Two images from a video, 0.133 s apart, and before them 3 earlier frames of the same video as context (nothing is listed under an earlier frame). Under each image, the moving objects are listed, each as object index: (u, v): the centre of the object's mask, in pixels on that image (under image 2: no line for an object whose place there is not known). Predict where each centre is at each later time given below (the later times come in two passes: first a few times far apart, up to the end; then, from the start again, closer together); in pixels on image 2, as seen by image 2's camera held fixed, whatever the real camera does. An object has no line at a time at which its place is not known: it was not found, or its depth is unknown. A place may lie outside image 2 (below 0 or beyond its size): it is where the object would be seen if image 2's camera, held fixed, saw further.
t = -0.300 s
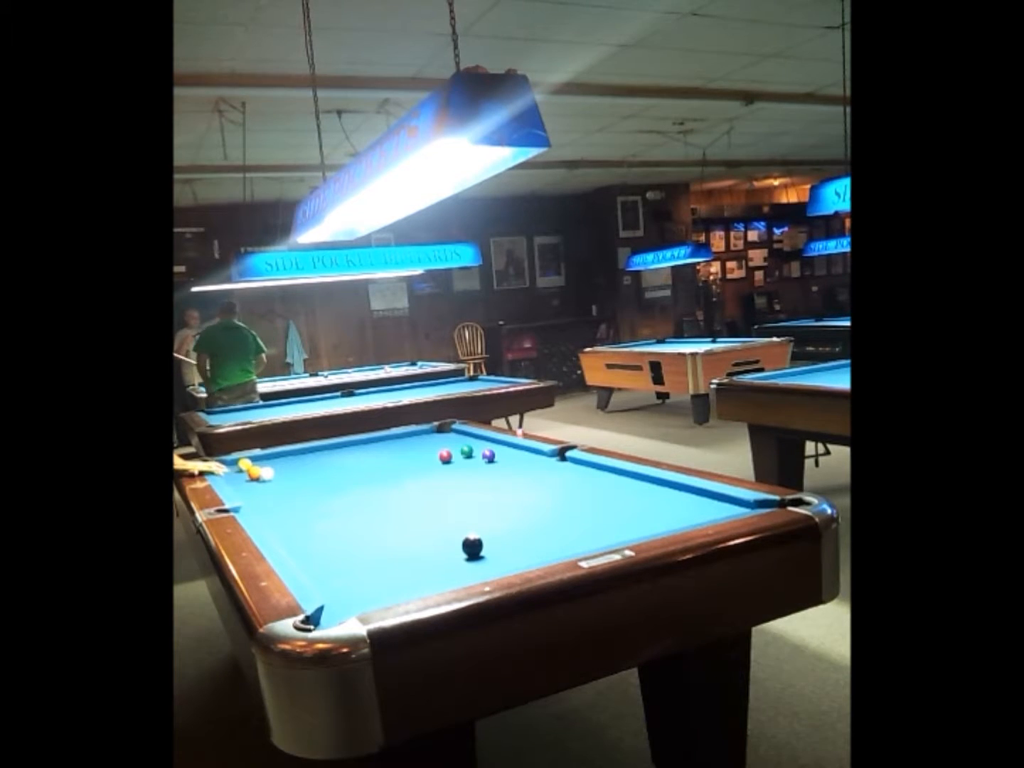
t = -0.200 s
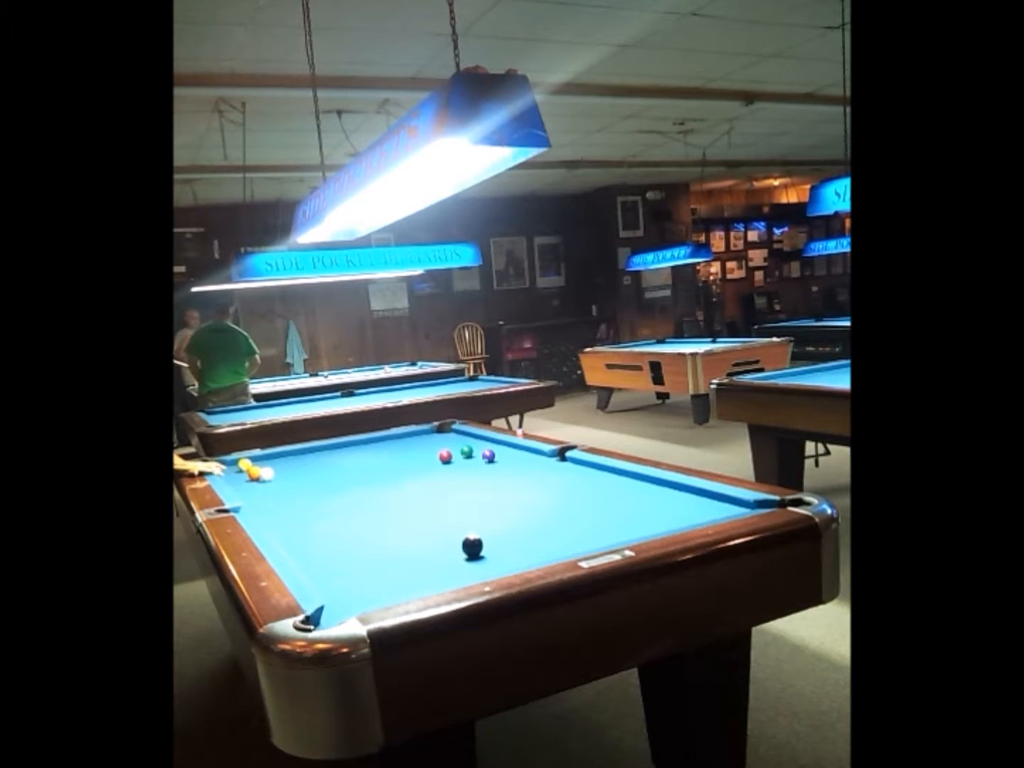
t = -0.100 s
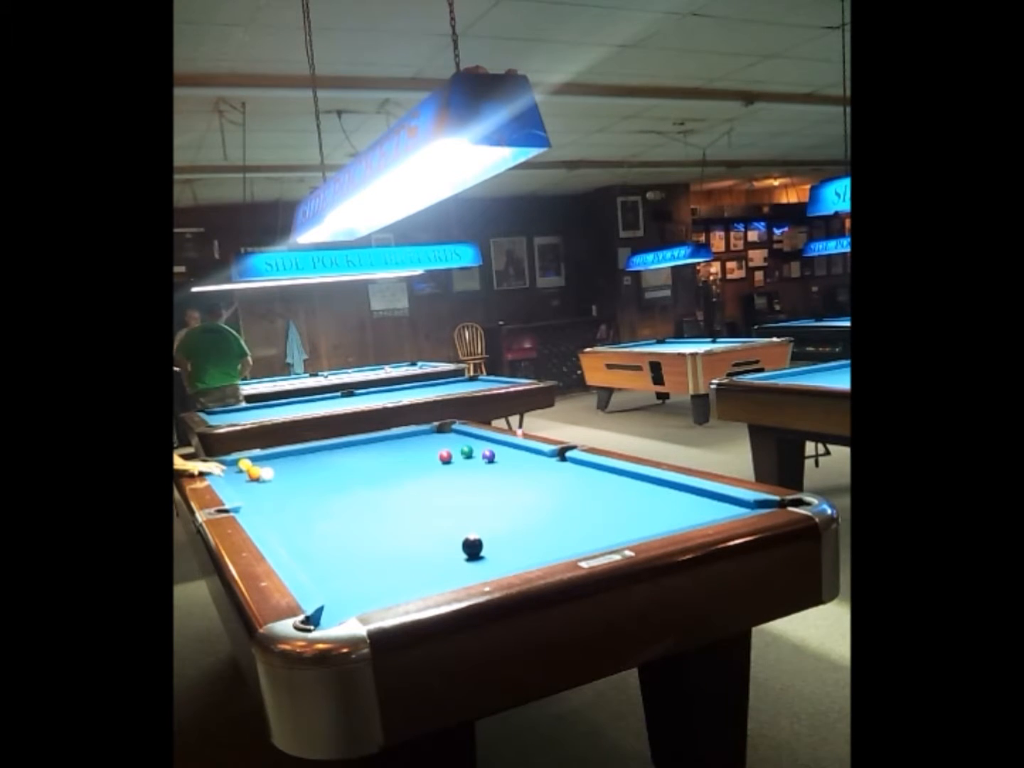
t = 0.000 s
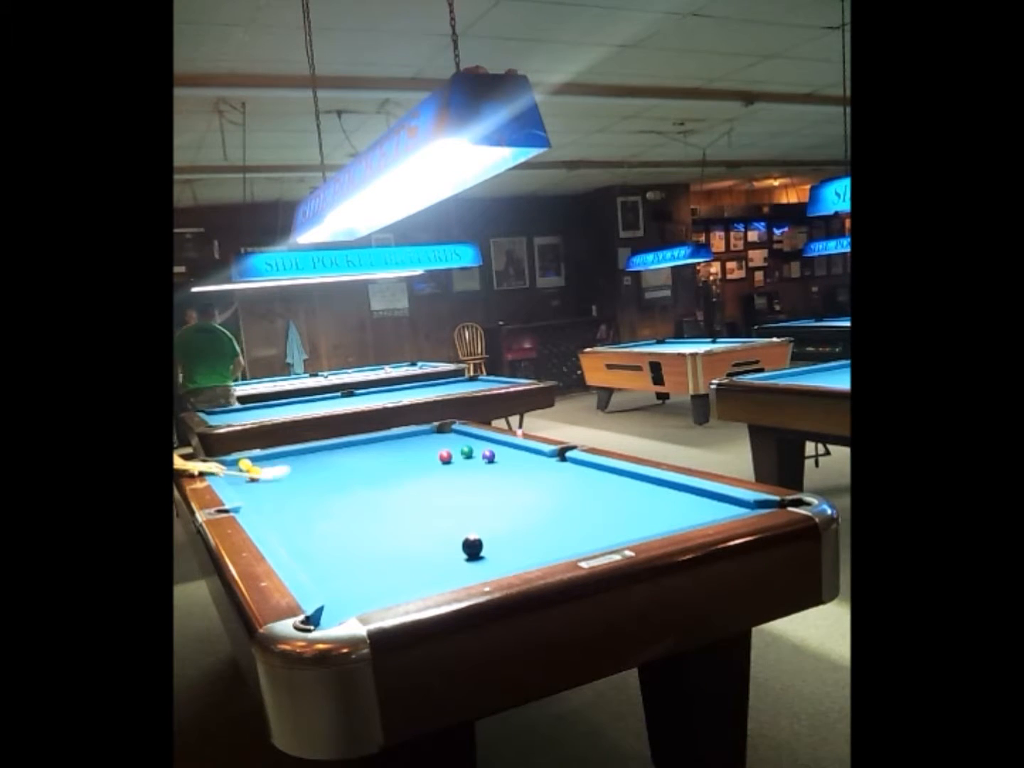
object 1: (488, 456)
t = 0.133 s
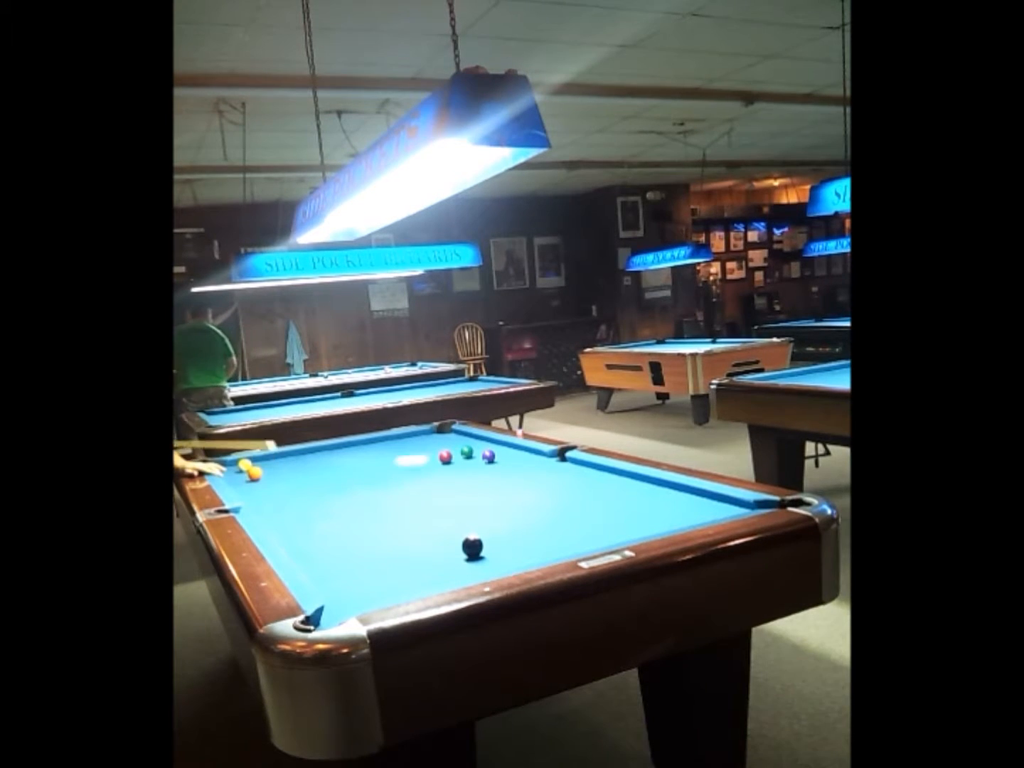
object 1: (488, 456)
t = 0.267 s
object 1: (521, 451)
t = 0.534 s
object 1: (406, 477)
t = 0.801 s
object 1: (272, 507)
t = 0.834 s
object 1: (256, 509)
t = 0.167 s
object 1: (488, 456)
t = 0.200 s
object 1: (490, 456)
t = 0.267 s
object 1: (521, 451)
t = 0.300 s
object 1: (507, 455)
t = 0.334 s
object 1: (490, 454)
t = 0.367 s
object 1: (478, 461)
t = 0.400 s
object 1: (463, 465)
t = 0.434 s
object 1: (450, 467)
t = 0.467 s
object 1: (435, 471)
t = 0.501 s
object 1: (421, 474)
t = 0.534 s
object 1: (406, 477)
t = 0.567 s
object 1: (390, 481)
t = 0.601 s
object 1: (375, 484)
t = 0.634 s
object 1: (359, 488)
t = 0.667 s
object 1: (341, 491)
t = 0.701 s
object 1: (324, 494)
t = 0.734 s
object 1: (308, 499)
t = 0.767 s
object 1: (290, 503)
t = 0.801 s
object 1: (272, 507)
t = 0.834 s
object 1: (256, 509)
